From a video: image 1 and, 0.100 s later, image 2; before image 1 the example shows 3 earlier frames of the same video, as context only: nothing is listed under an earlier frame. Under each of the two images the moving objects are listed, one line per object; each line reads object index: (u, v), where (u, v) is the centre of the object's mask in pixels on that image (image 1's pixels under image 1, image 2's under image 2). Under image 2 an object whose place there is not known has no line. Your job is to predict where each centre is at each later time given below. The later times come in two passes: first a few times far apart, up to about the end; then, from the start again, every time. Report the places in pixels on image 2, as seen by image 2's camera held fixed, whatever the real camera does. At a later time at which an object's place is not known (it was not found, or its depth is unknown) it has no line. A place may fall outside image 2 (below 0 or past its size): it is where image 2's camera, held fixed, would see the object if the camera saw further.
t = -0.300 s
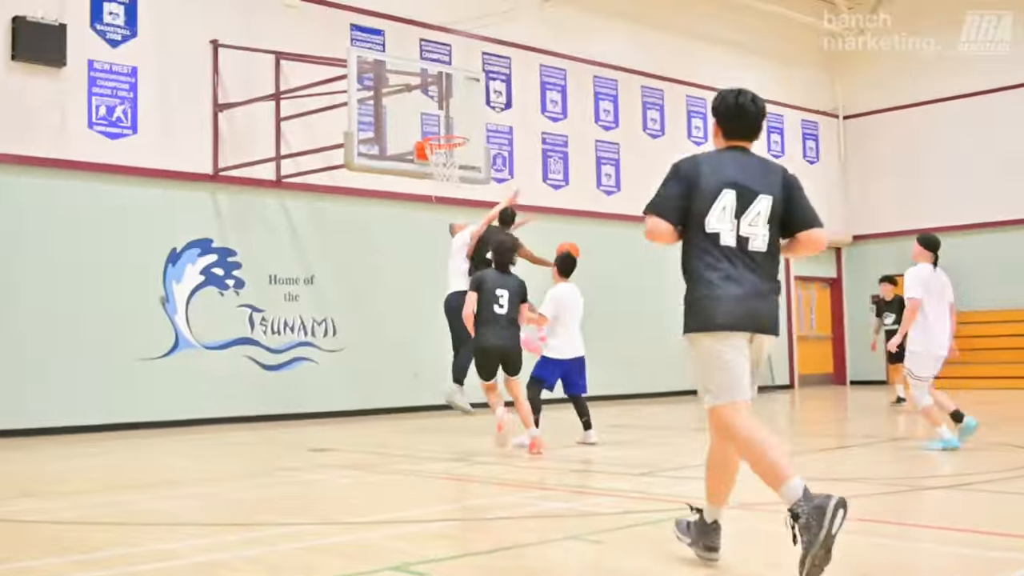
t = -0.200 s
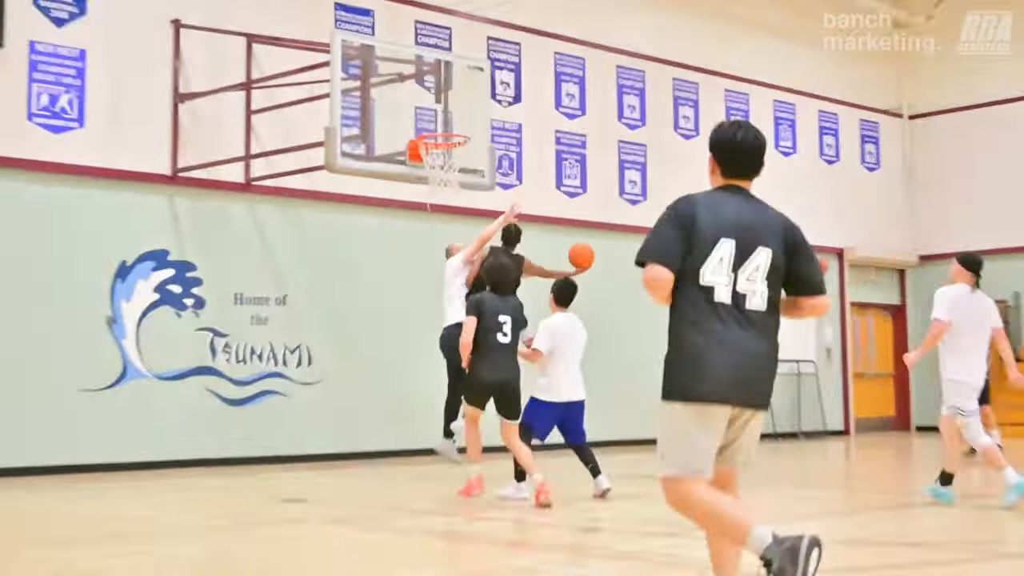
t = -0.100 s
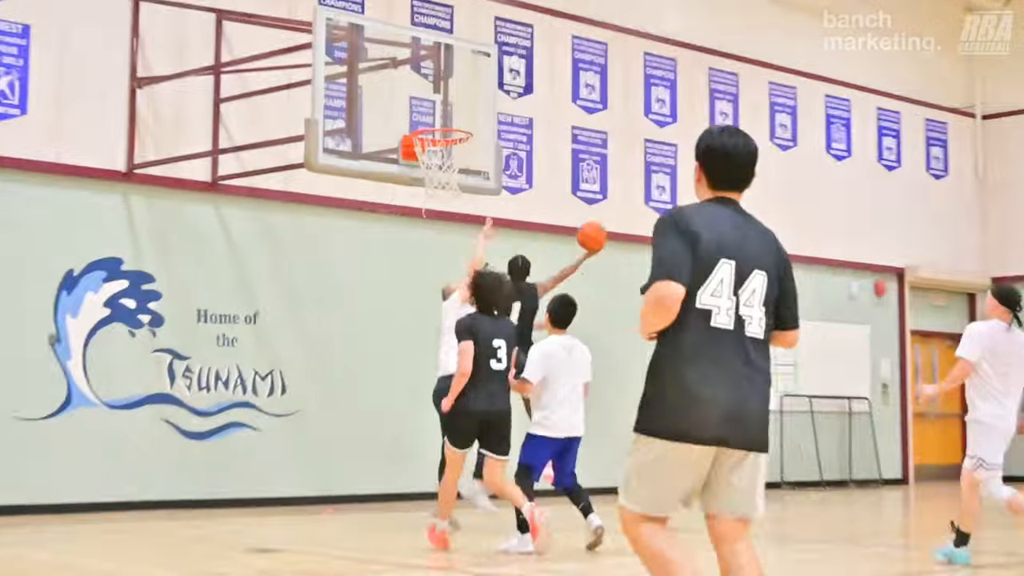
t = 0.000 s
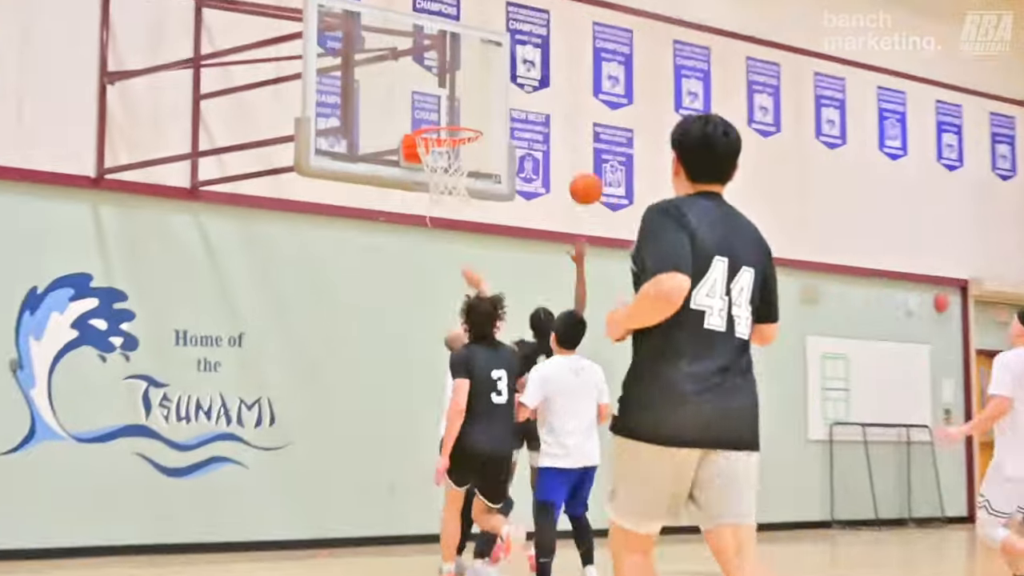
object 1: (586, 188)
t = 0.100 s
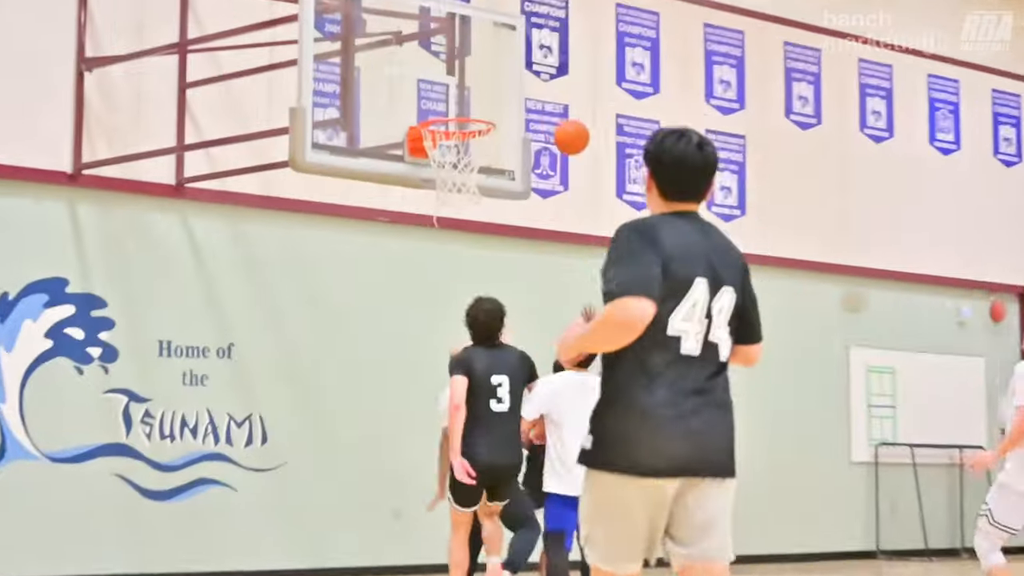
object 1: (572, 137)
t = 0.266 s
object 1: (510, 87)
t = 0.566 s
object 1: (456, 85)
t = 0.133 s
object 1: (559, 124)
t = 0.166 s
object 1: (547, 113)
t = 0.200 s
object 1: (534, 103)
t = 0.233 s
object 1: (522, 94)
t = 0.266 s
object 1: (510, 87)
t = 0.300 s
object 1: (498, 82)
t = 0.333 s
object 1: (486, 78)
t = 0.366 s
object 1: (474, 77)
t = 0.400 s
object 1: (462, 77)
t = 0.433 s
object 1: (460, 75)
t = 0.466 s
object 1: (460, 75)
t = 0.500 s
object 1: (459, 76)
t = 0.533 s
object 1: (457, 80)
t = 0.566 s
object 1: (456, 85)
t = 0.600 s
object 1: (454, 91)
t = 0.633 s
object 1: (453, 98)
